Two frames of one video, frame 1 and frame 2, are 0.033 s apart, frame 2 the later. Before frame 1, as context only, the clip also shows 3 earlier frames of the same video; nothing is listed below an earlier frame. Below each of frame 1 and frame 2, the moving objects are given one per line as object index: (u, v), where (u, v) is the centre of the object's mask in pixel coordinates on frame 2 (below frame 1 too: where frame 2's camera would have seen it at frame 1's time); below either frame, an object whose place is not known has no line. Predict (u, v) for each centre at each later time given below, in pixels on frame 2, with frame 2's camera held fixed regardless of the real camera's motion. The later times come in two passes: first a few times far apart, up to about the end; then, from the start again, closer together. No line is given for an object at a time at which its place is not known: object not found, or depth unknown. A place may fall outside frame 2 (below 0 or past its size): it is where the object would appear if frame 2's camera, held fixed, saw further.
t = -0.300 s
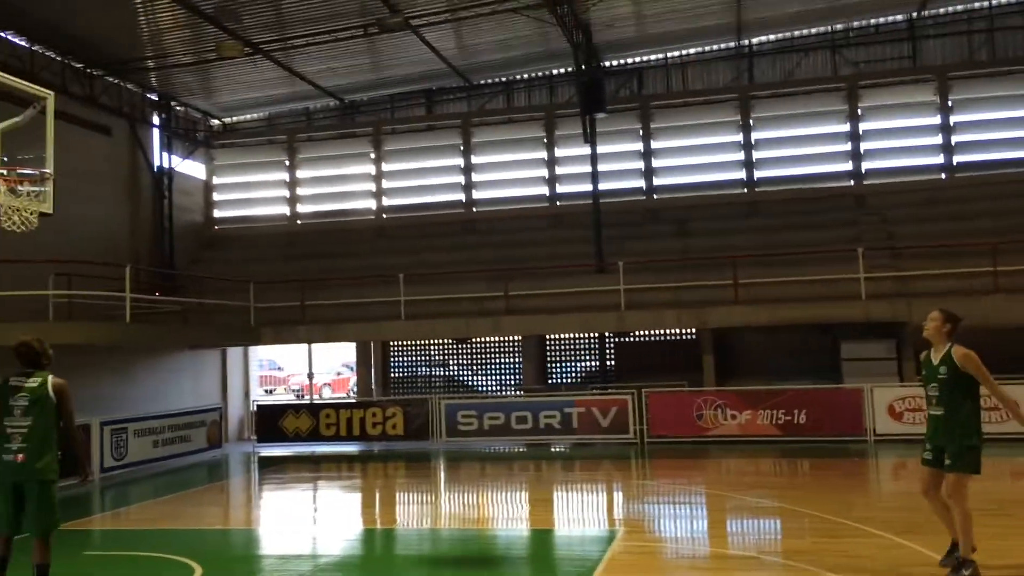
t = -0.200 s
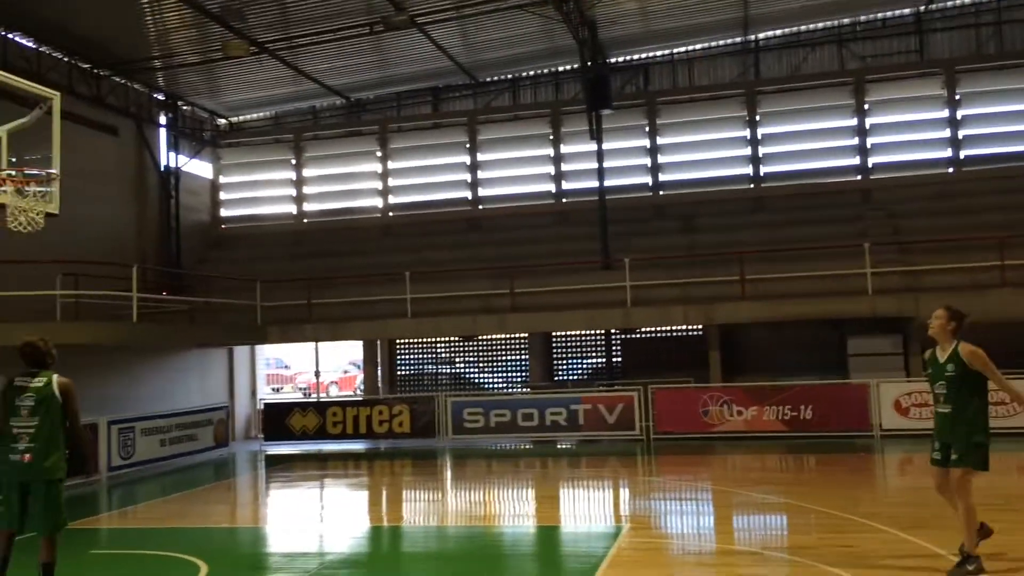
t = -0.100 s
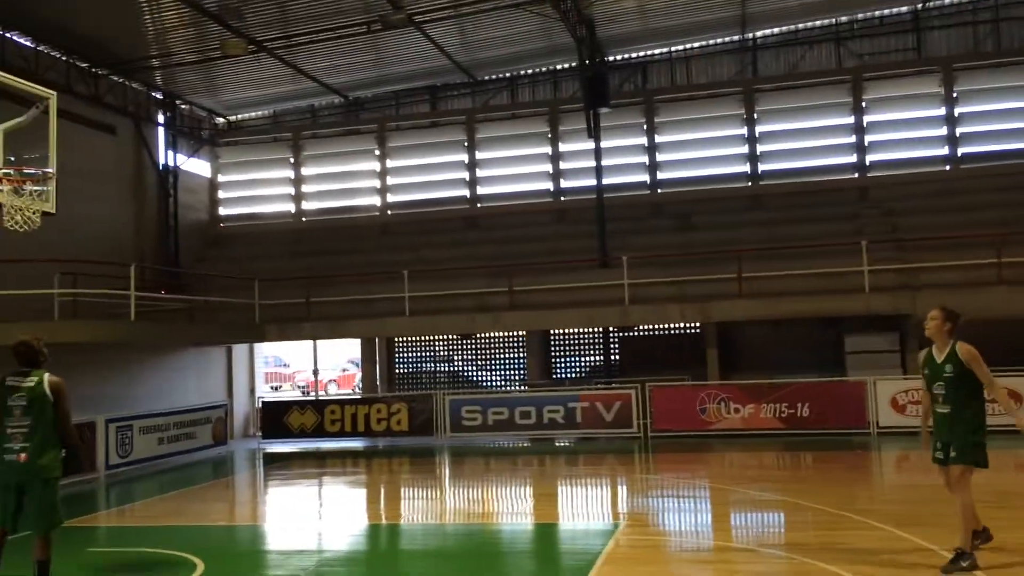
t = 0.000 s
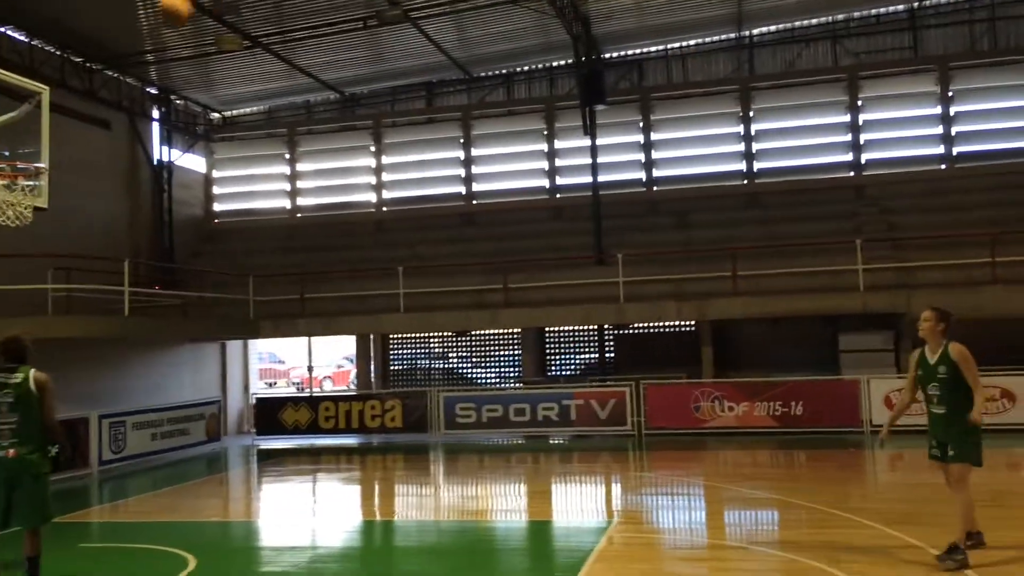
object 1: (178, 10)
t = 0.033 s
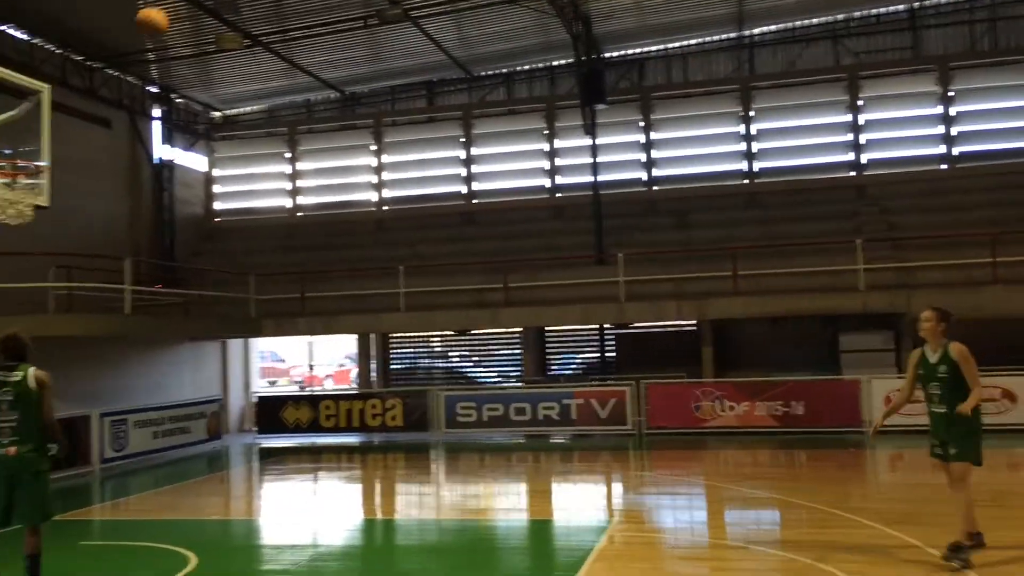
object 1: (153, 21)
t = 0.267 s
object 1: (-10, 151)
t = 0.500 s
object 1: (152, 137)
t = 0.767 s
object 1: (324, 189)
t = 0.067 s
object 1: (128, 37)
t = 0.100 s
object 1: (105, 52)
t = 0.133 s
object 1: (82, 71)
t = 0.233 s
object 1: (13, 129)
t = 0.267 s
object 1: (-10, 151)
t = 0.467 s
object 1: (129, 135)
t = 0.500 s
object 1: (152, 137)
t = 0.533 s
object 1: (177, 139)
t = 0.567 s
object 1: (198, 143)
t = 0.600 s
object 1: (219, 148)
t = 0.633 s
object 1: (240, 154)
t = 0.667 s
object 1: (263, 161)
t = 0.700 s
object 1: (284, 168)
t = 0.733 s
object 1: (303, 179)
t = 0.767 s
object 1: (324, 189)
